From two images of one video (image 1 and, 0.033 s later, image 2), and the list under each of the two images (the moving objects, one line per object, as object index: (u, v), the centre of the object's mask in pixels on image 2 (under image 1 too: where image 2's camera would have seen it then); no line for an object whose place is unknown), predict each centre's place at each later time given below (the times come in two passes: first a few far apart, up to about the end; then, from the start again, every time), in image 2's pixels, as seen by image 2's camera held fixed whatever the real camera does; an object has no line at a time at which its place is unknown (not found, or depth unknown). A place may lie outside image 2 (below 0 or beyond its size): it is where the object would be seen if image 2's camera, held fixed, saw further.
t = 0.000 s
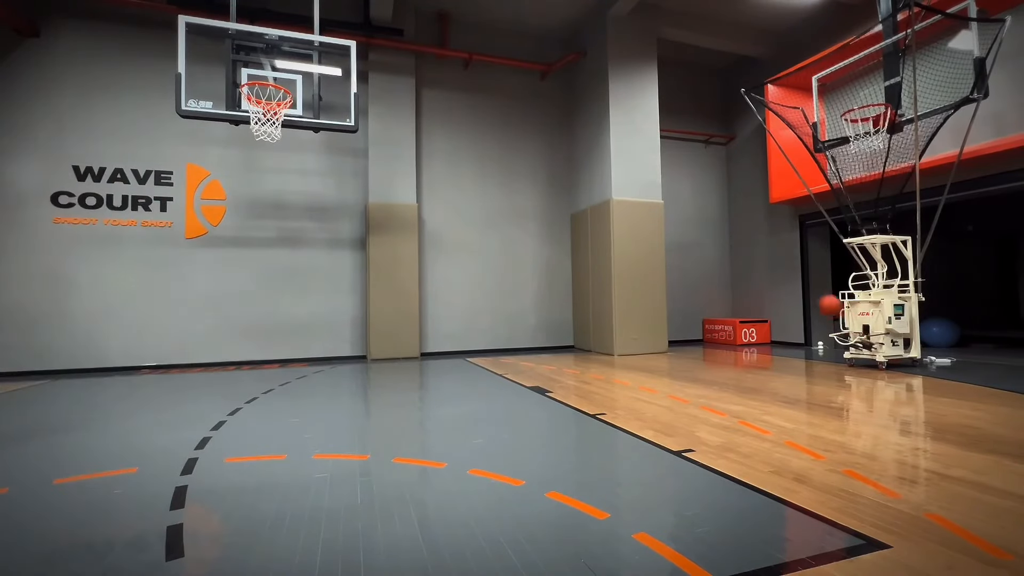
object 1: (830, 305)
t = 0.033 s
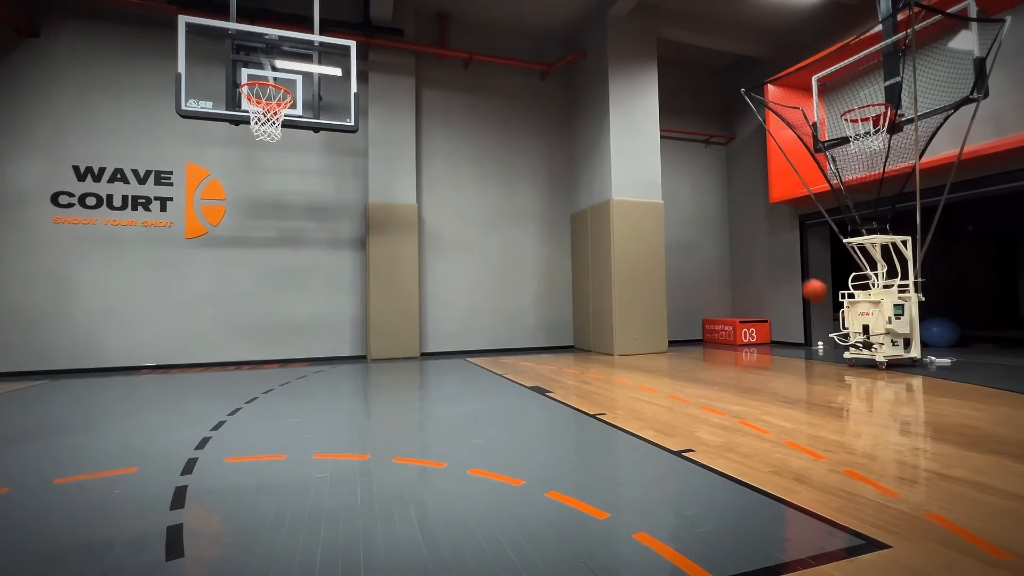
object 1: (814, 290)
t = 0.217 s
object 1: (720, 217)
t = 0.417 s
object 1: (602, 165)
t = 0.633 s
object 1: (451, 150)
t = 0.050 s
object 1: (806, 283)
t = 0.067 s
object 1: (798, 275)
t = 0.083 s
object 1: (790, 268)
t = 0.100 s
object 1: (781, 261)
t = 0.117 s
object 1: (772, 254)
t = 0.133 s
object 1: (764, 248)
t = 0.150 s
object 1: (756, 241)
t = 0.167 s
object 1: (747, 235)
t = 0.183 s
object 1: (738, 229)
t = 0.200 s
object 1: (729, 223)
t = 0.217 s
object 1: (720, 217)
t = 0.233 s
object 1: (711, 212)
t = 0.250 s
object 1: (702, 207)
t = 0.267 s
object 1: (692, 201)
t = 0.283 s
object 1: (682, 196)
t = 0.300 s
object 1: (673, 192)
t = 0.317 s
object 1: (663, 188)
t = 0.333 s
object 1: (654, 183)
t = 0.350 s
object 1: (644, 179)
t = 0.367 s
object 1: (633, 175)
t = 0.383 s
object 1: (623, 172)
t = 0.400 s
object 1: (612, 168)
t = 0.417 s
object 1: (602, 165)
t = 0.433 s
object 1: (592, 162)
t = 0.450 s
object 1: (581, 159)
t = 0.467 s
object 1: (569, 157)
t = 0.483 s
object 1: (559, 155)
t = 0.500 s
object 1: (547, 153)
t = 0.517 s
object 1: (536, 151)
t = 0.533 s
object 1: (525, 150)
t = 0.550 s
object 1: (512, 149)
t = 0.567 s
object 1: (500, 149)
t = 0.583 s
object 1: (488, 149)
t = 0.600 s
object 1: (476, 149)
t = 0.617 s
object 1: (463, 149)
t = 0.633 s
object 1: (451, 150)
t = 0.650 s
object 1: (438, 151)
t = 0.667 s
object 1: (425, 153)
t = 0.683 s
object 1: (411, 155)
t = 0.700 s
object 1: (398, 157)
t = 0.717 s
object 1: (384, 159)
